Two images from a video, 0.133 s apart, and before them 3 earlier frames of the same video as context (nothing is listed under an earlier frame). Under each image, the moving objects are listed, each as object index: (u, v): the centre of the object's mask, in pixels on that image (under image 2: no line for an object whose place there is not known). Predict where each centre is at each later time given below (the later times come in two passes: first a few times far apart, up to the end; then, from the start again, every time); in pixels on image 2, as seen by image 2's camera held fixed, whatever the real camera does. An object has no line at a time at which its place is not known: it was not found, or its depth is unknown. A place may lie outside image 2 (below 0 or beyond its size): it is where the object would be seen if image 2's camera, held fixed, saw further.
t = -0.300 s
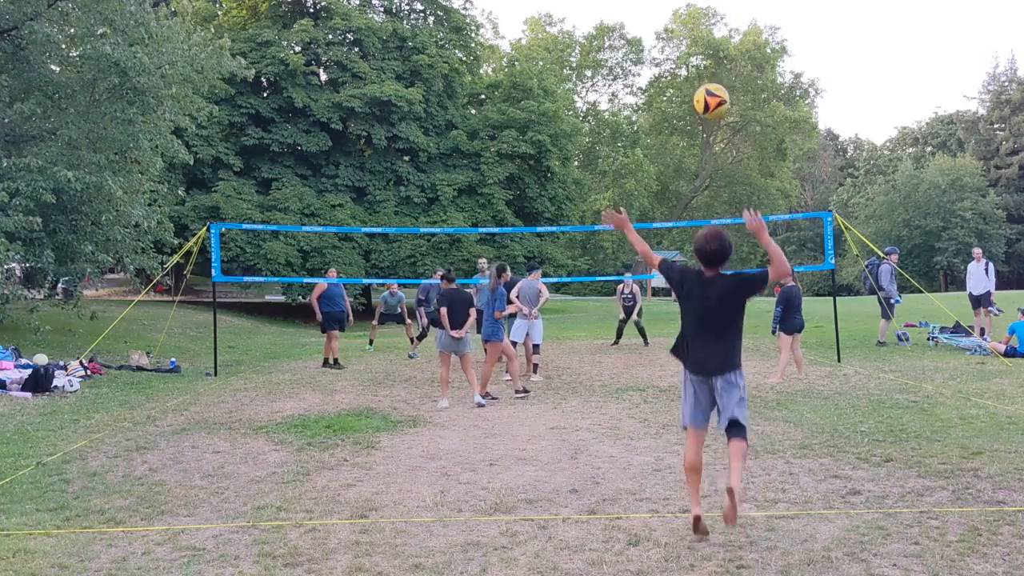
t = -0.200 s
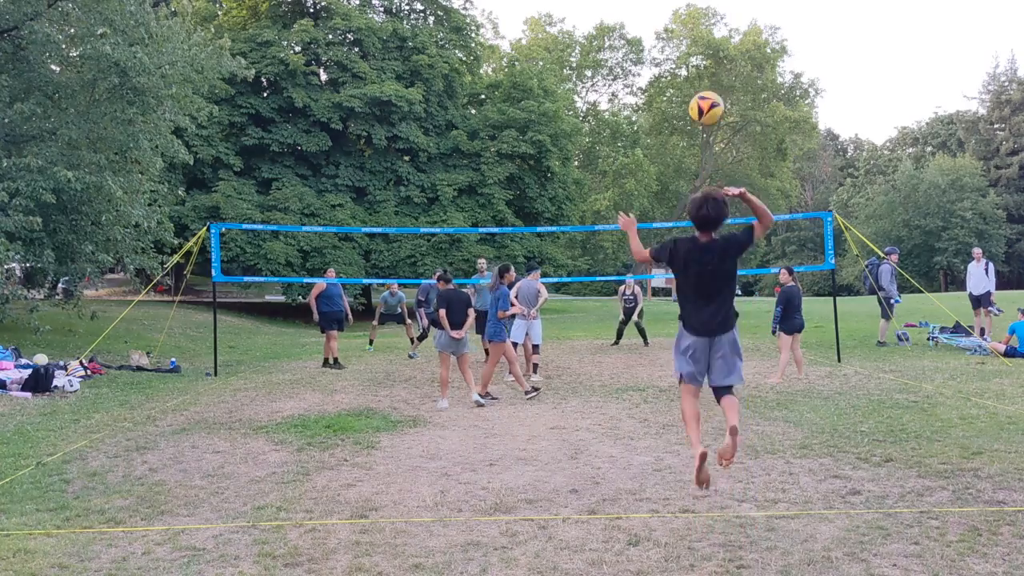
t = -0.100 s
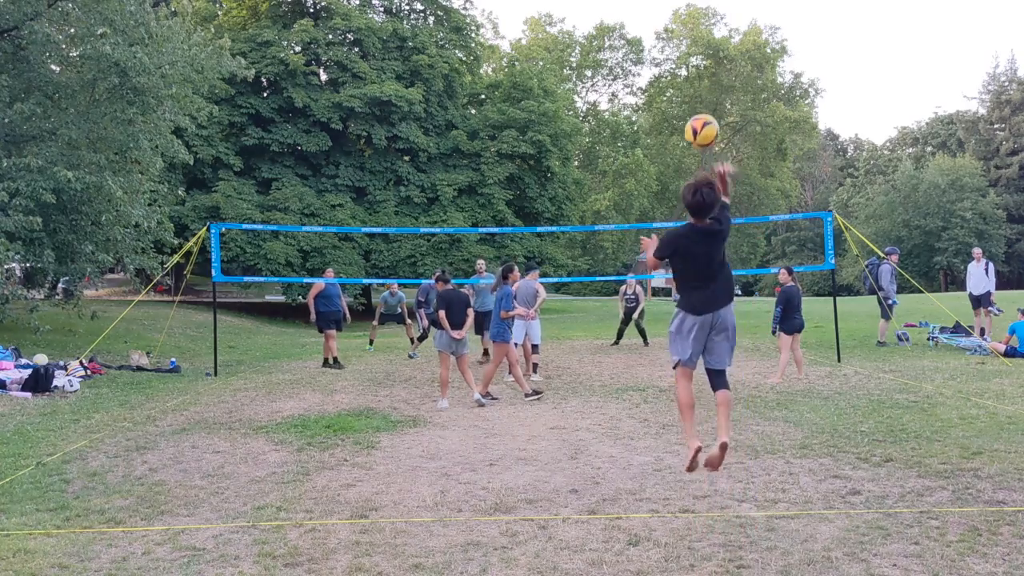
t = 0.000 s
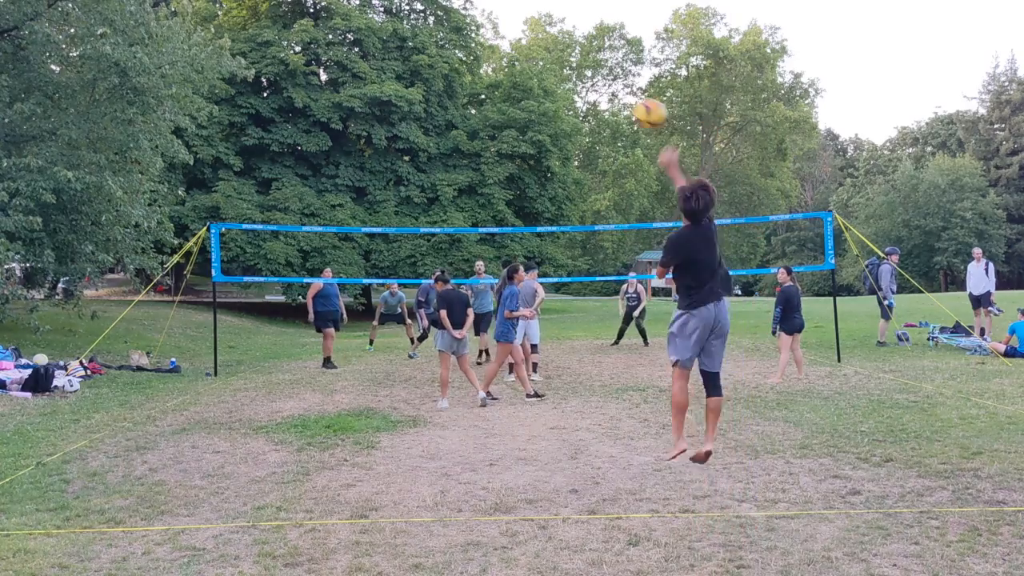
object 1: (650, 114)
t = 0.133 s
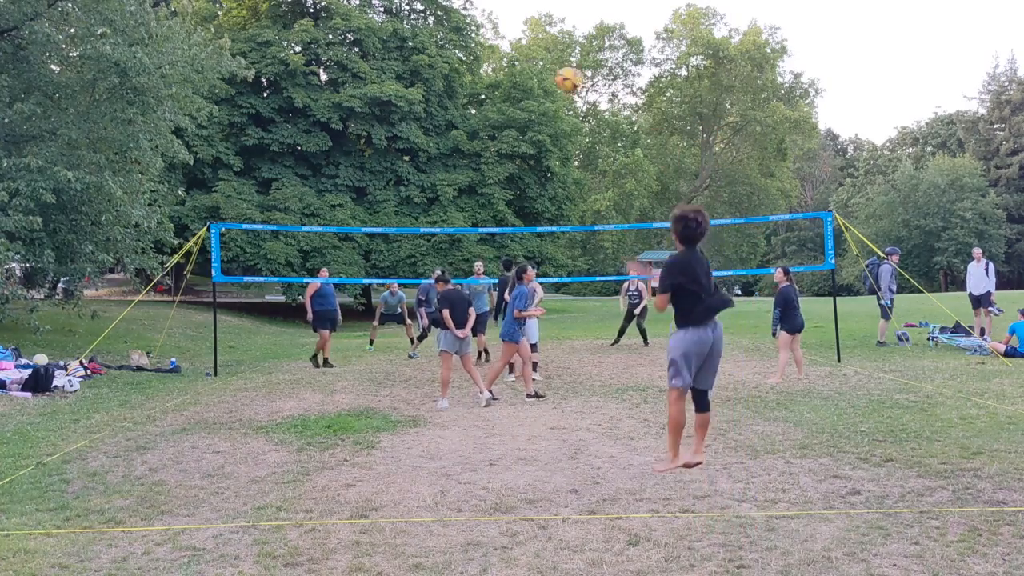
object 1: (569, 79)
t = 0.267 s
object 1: (512, 74)
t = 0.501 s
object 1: (445, 106)
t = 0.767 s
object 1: (396, 177)
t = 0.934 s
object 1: (374, 231)
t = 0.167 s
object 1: (553, 76)
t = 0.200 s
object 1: (538, 74)
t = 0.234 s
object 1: (525, 74)
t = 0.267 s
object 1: (512, 74)
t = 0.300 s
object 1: (502, 77)
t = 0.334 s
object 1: (490, 79)
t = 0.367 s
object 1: (480, 83)
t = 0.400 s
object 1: (470, 88)
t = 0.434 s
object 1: (461, 93)
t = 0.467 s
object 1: (452, 99)
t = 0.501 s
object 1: (445, 106)
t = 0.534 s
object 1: (438, 113)
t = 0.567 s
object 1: (431, 120)
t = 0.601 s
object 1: (424, 129)
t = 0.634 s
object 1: (418, 138)
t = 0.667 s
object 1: (412, 148)
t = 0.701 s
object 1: (406, 157)
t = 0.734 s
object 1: (402, 166)
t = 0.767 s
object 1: (396, 177)
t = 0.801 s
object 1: (391, 187)
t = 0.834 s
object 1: (386, 198)
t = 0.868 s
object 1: (382, 209)
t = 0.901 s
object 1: (378, 220)
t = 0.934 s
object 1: (374, 231)
